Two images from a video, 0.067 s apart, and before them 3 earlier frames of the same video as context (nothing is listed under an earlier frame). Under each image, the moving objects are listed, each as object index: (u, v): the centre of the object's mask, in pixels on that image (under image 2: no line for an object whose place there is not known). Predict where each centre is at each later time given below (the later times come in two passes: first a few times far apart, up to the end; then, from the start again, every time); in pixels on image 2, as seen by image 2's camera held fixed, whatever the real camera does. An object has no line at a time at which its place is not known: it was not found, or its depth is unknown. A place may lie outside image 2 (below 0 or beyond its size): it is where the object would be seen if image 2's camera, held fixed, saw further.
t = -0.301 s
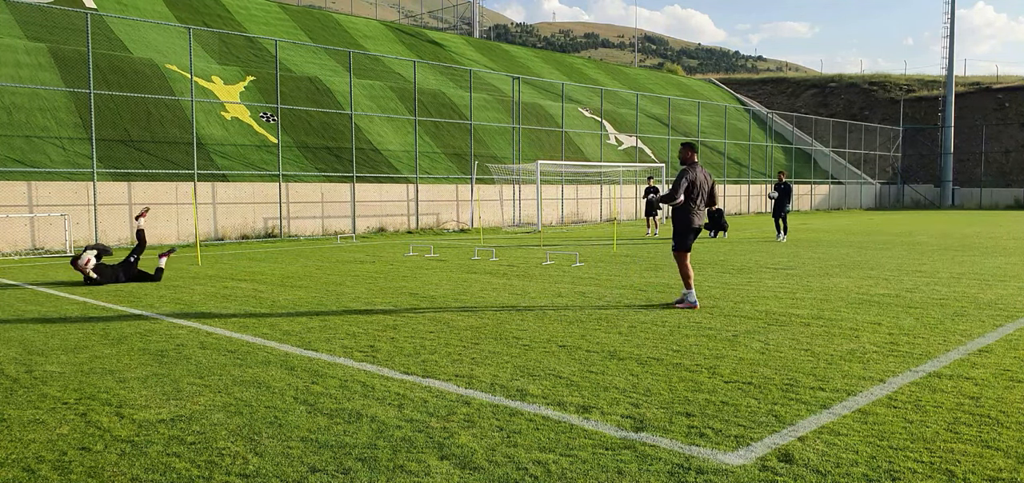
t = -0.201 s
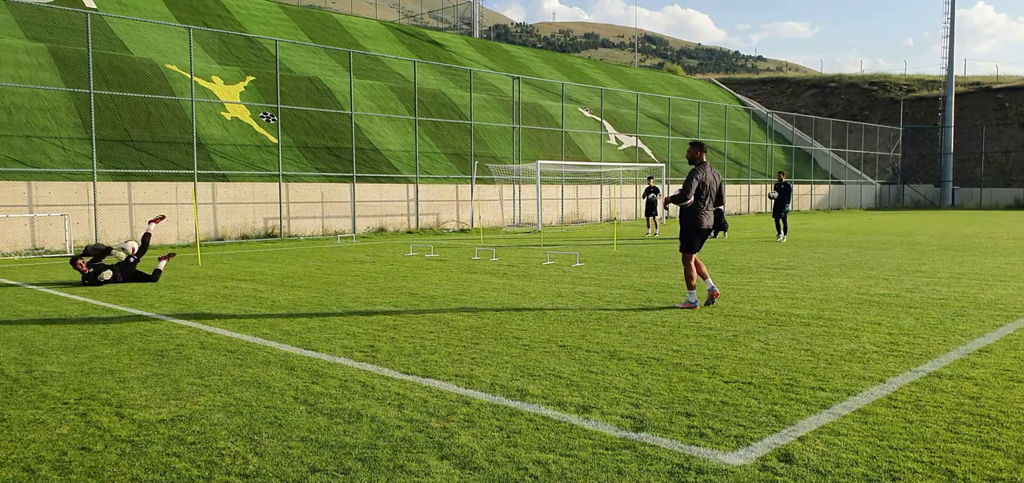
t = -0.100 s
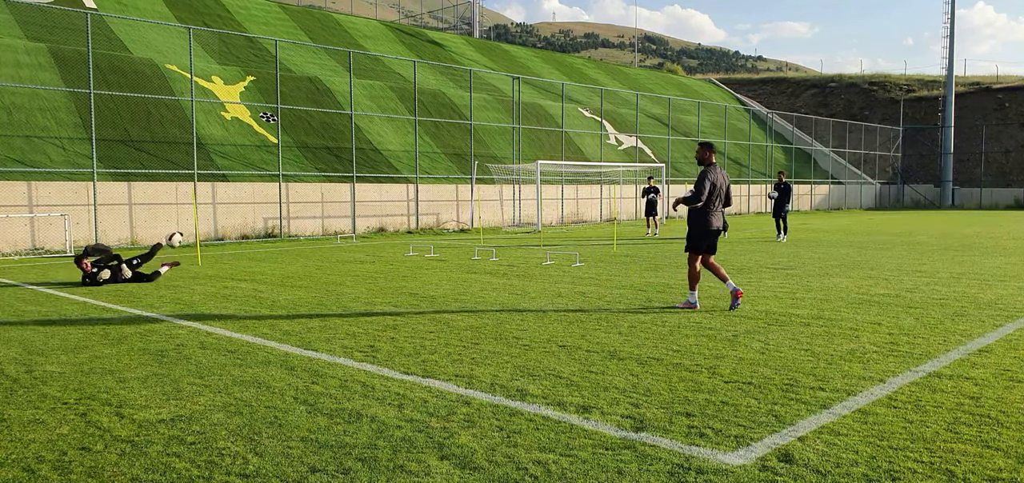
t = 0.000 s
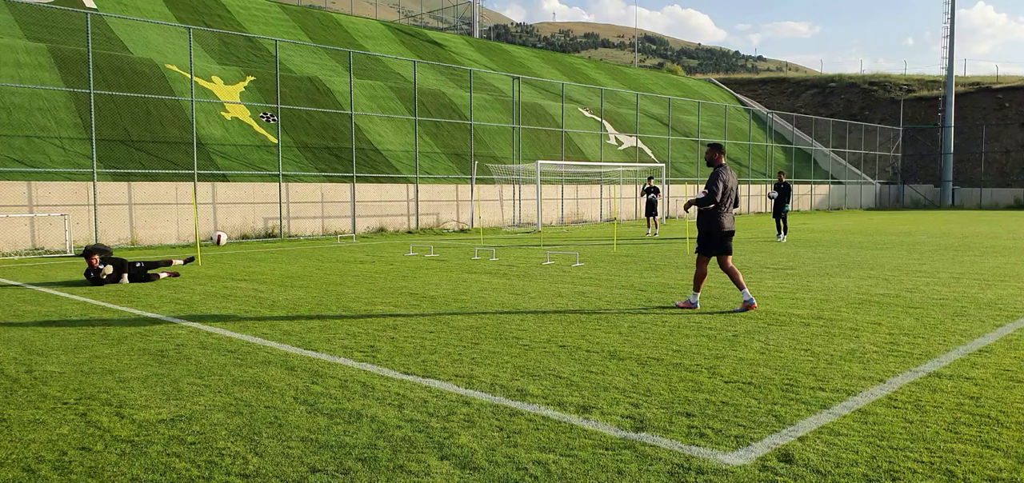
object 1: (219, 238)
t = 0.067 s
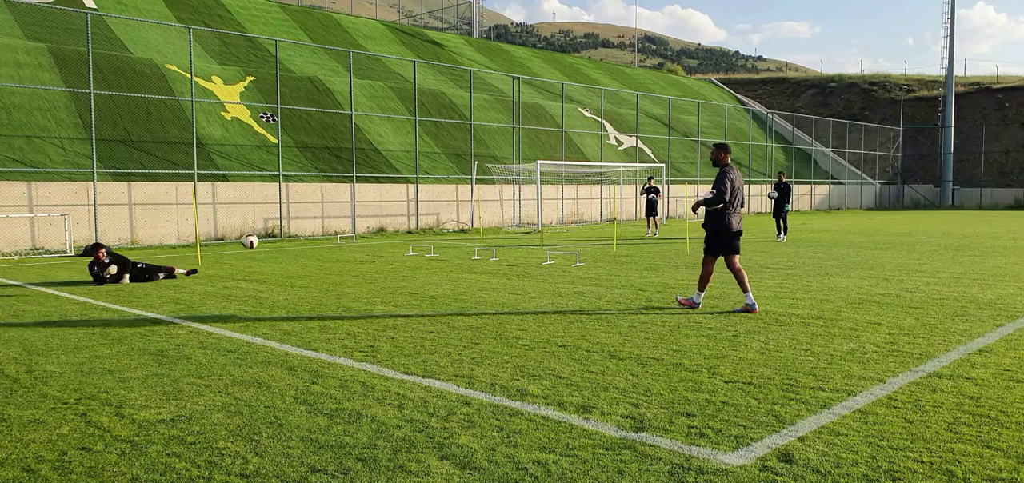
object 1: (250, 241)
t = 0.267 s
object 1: (344, 268)
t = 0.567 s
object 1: (434, 259)
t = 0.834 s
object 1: (496, 274)
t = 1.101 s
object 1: (565, 279)
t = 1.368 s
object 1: (638, 287)
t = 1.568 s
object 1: (693, 294)
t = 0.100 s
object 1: (265, 243)
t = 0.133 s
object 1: (281, 247)
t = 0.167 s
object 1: (297, 251)
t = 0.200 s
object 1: (312, 255)
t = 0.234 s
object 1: (329, 261)
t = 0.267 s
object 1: (344, 268)
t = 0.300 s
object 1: (361, 275)
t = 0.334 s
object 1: (377, 284)
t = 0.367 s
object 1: (388, 283)
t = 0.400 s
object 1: (395, 277)
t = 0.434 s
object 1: (403, 272)
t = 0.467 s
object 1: (411, 267)
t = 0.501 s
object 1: (418, 264)
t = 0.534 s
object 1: (426, 262)
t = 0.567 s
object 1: (434, 259)
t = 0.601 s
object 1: (442, 258)
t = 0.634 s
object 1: (449, 258)
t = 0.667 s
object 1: (457, 258)
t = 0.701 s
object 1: (465, 260)
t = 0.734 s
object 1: (473, 262)
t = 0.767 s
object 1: (480, 265)
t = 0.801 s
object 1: (489, 268)
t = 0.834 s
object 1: (496, 274)
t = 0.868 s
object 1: (504, 280)
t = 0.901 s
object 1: (512, 286)
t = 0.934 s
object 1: (521, 289)
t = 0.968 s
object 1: (530, 286)
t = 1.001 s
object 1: (539, 283)
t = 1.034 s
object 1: (547, 281)
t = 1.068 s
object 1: (556, 280)
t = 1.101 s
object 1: (565, 279)
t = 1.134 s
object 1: (574, 280)
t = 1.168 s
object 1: (584, 281)
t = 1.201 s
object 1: (593, 284)
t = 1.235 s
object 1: (601, 287)
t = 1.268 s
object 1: (611, 291)
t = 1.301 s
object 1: (620, 291)
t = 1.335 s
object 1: (629, 288)
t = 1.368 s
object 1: (638, 287)
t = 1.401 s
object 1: (647, 286)
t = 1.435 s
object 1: (656, 286)
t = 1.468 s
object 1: (665, 287)
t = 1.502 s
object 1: (674, 289)
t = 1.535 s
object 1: (683, 291)
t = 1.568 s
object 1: (693, 294)
